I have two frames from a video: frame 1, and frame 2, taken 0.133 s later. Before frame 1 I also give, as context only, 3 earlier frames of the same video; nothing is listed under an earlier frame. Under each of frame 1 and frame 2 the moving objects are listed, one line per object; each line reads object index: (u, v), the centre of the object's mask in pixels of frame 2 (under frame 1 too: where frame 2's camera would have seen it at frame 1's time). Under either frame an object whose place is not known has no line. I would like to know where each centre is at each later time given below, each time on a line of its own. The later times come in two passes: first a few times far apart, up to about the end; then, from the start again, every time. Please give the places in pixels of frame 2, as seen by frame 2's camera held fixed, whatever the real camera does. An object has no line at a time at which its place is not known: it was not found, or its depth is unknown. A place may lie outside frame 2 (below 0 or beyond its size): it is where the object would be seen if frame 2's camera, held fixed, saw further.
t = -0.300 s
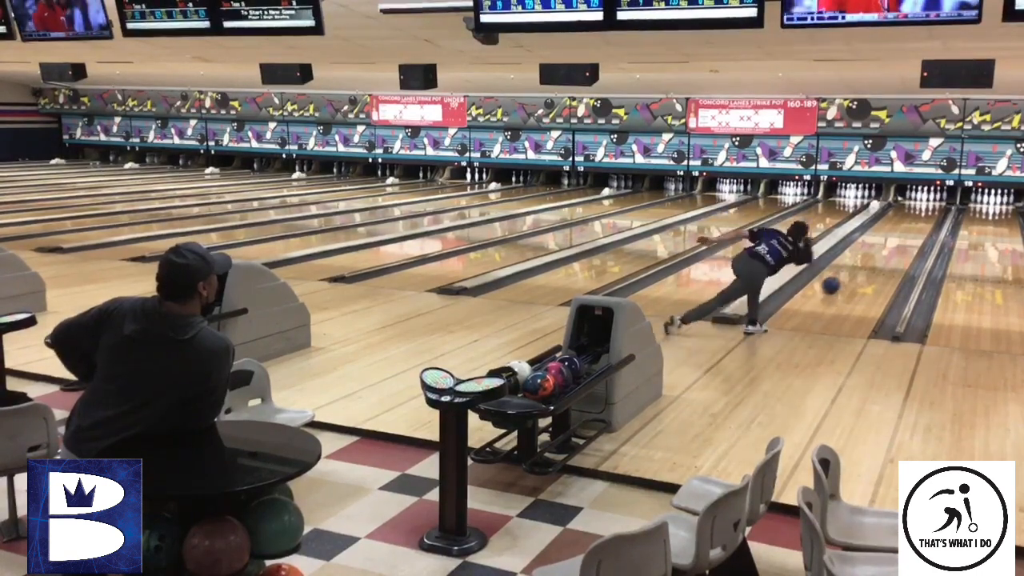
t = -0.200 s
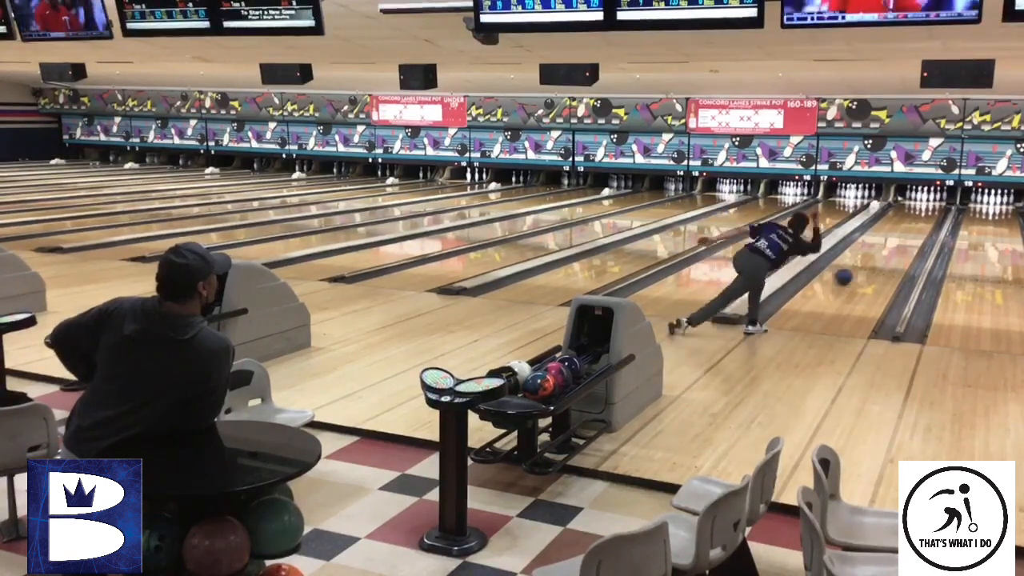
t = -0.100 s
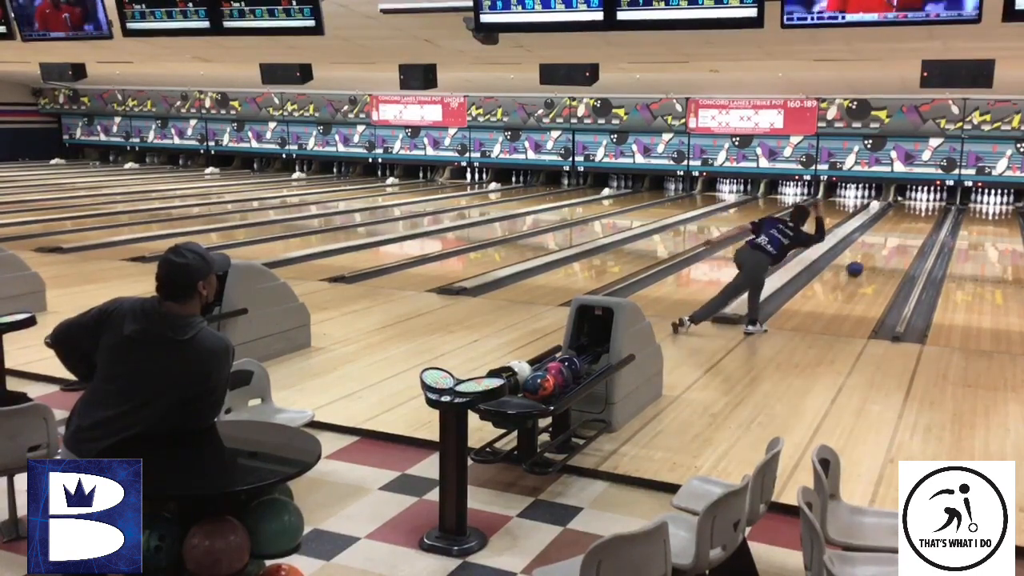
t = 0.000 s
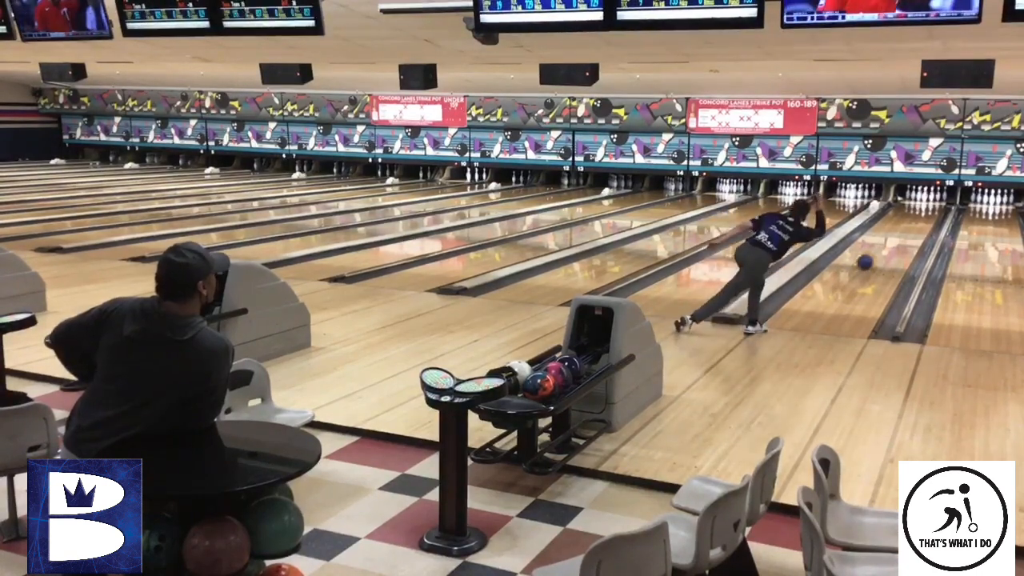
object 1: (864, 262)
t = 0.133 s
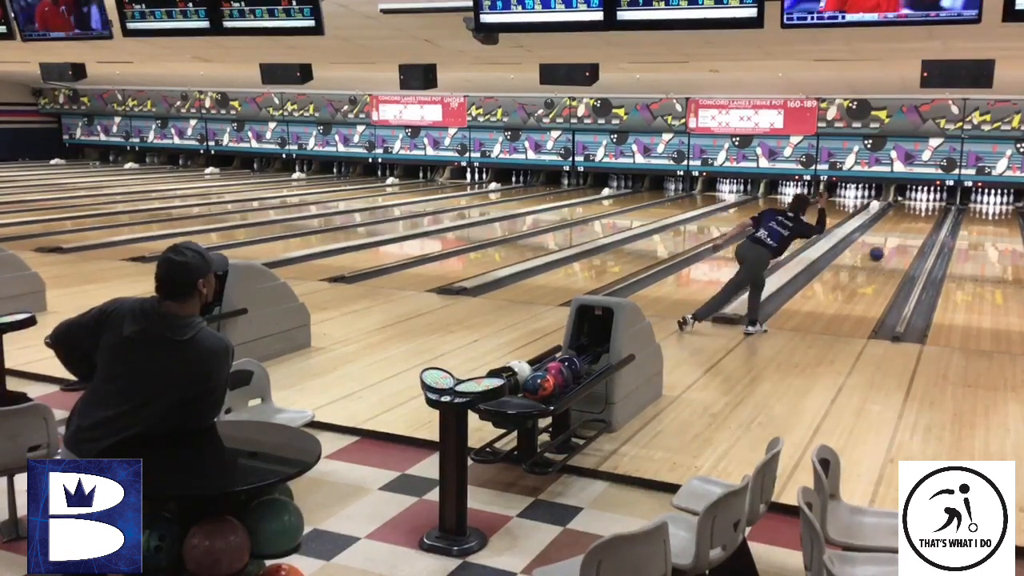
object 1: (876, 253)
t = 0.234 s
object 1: (884, 248)
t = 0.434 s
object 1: (898, 238)
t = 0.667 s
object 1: (910, 229)
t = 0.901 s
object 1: (920, 221)
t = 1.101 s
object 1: (926, 215)
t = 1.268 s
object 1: (930, 210)
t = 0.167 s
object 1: (878, 251)
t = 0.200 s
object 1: (881, 250)
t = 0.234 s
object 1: (884, 248)
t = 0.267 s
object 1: (887, 246)
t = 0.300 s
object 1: (889, 244)
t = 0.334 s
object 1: (891, 242)
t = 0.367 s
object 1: (893, 241)
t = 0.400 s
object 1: (896, 239)
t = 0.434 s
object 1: (898, 238)
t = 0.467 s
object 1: (900, 236)
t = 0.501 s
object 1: (901, 235)
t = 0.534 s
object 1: (903, 234)
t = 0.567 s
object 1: (905, 232)
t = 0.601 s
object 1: (907, 231)
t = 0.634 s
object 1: (909, 230)
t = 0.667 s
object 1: (910, 229)
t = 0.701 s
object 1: (912, 228)
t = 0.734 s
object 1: (914, 226)
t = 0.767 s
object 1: (915, 225)
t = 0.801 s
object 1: (916, 224)
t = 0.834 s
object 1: (918, 223)
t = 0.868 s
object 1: (919, 222)
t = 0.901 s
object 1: (920, 221)
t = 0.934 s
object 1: (921, 220)
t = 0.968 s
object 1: (923, 219)
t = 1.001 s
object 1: (923, 218)
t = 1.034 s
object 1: (924, 217)
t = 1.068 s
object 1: (925, 215)
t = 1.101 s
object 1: (926, 215)
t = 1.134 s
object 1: (926, 214)
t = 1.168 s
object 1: (928, 214)
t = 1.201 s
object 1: (930, 211)
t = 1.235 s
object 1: (930, 211)
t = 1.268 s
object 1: (930, 210)
